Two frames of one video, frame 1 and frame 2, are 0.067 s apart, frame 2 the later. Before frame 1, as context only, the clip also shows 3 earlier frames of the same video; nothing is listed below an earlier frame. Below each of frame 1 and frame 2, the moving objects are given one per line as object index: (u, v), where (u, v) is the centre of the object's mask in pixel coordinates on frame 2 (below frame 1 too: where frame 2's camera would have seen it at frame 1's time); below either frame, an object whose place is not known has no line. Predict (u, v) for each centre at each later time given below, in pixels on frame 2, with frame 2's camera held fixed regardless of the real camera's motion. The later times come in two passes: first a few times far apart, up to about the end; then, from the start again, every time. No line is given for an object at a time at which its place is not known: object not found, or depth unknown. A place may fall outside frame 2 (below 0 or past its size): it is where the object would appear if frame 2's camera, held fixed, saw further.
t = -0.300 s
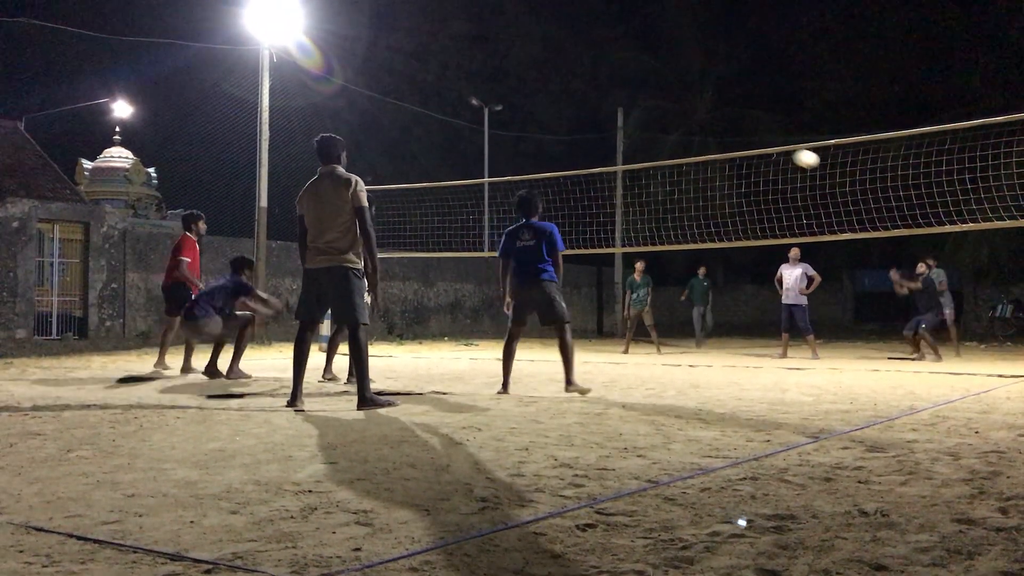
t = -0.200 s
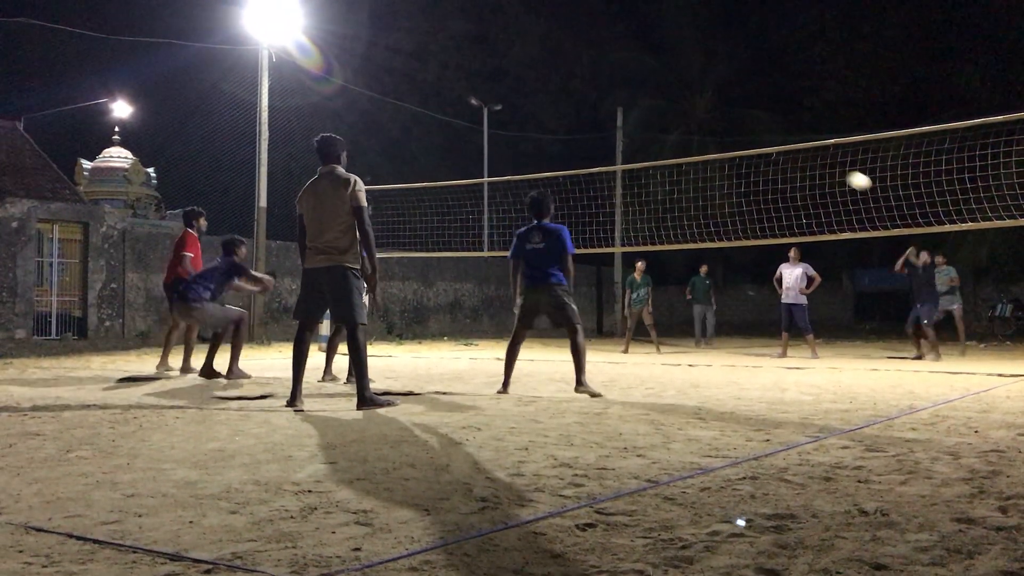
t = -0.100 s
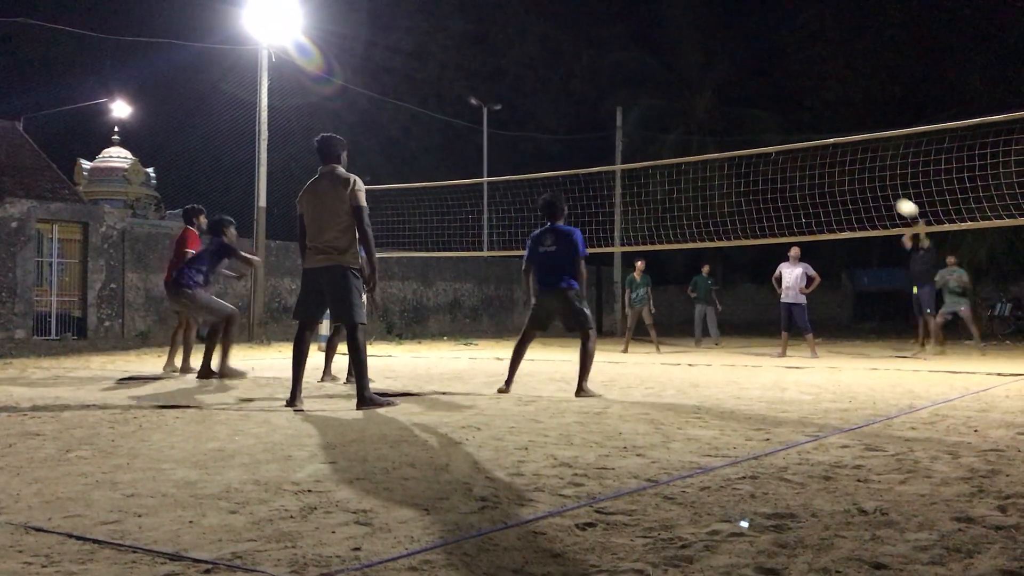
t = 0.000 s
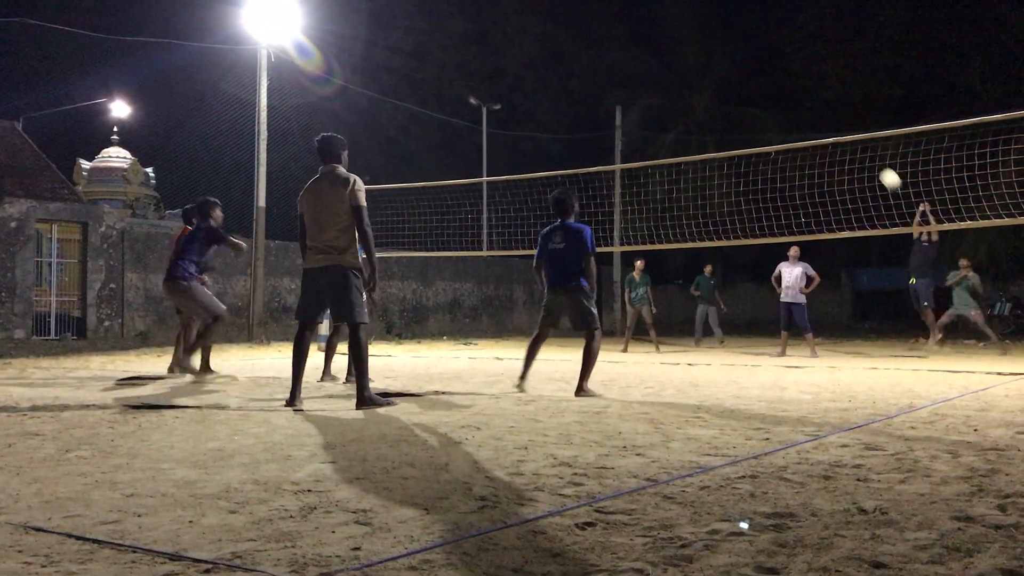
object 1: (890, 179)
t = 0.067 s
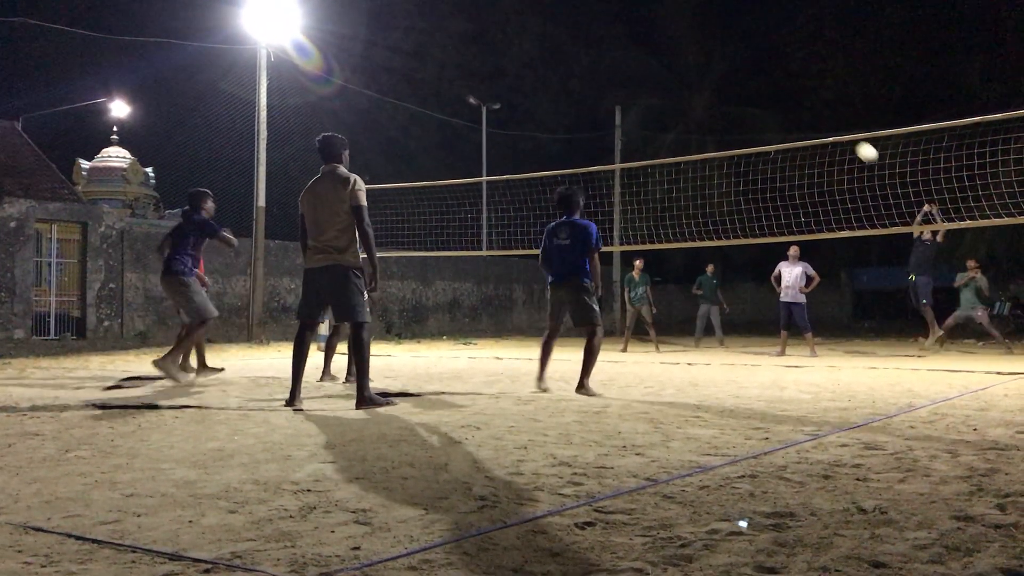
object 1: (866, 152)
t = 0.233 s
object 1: (806, 98)
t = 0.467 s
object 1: (713, 53)
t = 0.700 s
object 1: (614, 49)
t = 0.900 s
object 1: (524, 81)
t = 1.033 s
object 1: (461, 125)
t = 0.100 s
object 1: (855, 140)
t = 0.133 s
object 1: (842, 128)
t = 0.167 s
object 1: (831, 118)
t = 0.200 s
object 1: (819, 108)
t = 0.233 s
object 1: (806, 98)
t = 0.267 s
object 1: (794, 90)
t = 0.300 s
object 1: (781, 82)
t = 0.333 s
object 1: (767, 75)
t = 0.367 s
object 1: (754, 68)
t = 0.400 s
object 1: (741, 63)
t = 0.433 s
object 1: (727, 58)
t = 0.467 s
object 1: (713, 53)
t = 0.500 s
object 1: (700, 50)
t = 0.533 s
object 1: (685, 48)
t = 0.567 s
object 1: (671, 46)
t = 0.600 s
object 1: (658, 46)
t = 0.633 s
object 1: (643, 46)
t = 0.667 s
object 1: (629, 48)
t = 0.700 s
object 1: (614, 49)
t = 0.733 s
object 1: (599, 52)
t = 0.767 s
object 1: (585, 56)
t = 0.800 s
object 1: (570, 61)
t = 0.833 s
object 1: (554, 67)
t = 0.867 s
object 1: (539, 74)
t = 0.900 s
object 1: (524, 81)
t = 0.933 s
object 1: (508, 91)
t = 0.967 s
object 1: (493, 101)
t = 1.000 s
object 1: (477, 113)
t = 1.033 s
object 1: (461, 125)
